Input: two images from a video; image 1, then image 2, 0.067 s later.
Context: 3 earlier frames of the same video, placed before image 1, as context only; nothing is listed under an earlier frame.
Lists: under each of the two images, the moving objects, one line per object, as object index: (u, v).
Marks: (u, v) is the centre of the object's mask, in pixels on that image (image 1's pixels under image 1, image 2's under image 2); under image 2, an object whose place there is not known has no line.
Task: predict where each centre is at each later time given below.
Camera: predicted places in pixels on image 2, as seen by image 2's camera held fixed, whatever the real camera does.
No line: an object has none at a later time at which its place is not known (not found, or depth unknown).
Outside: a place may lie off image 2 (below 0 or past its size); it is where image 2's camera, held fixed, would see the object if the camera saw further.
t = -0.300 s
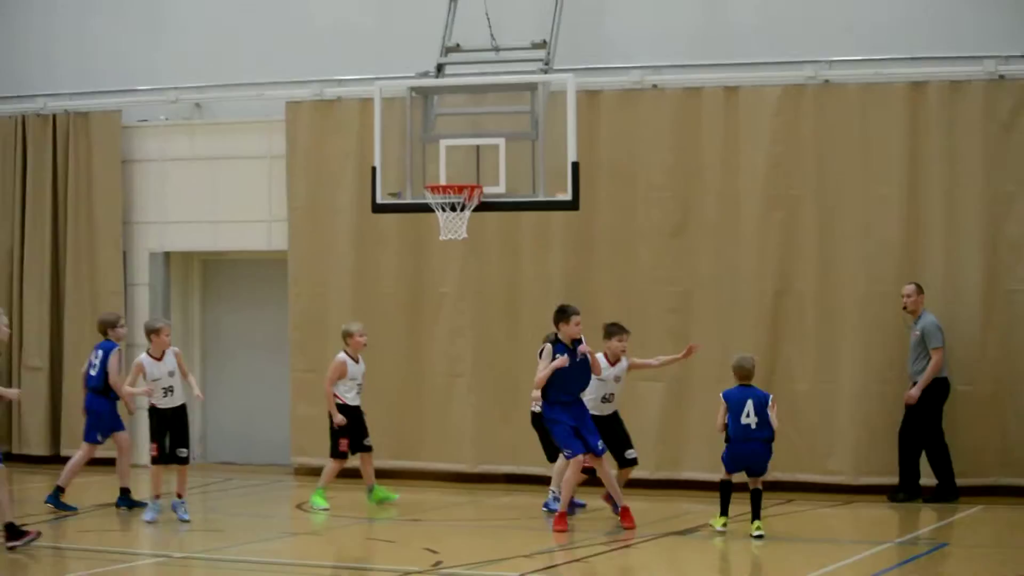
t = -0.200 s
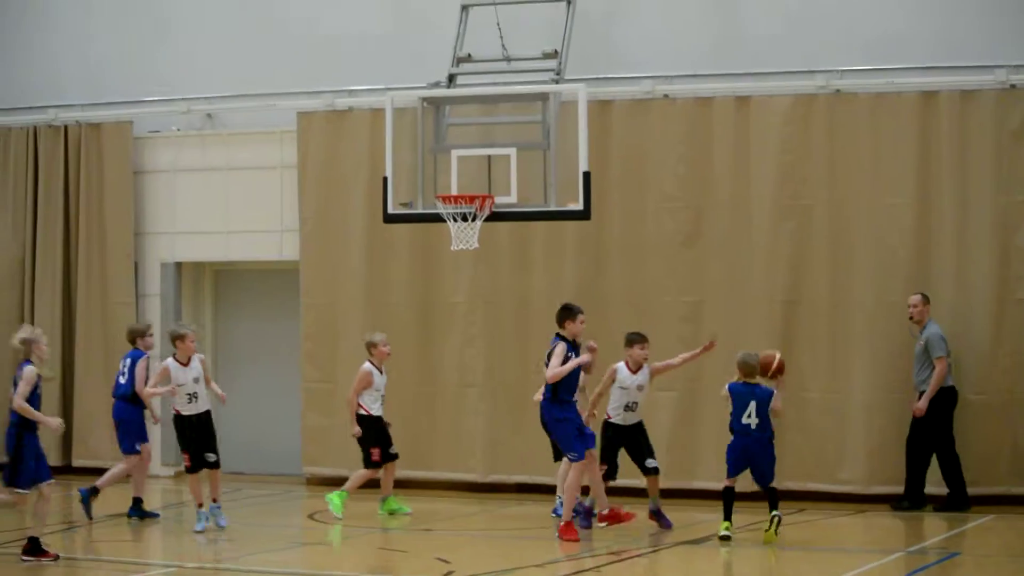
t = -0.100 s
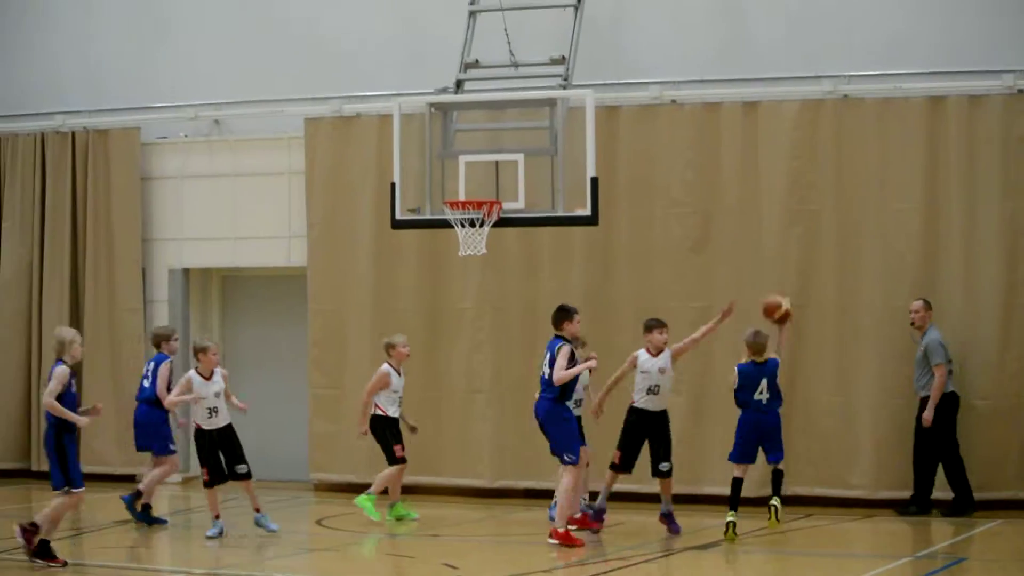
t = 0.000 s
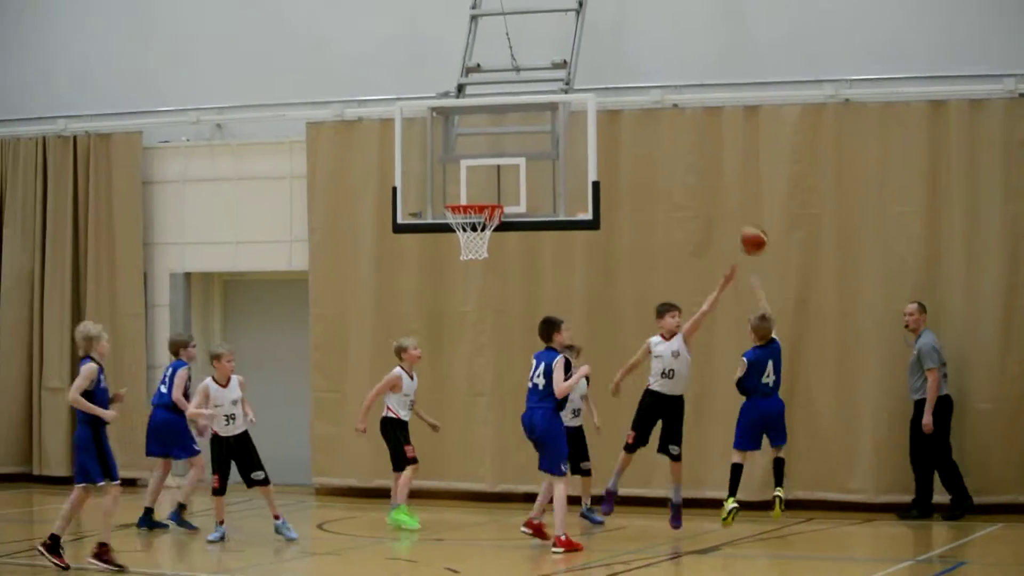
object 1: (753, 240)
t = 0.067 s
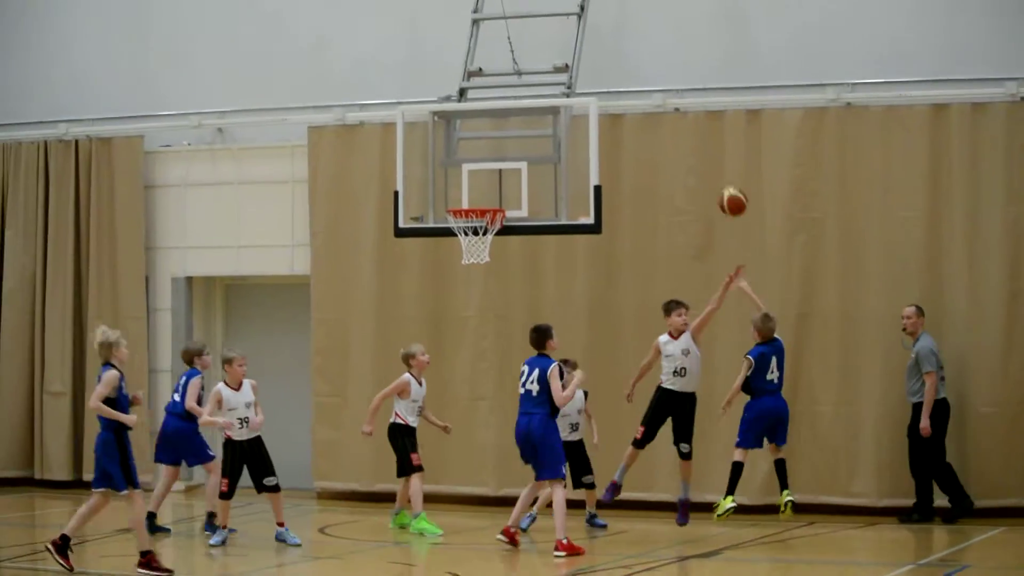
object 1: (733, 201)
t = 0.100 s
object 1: (722, 183)
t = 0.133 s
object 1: (712, 166)
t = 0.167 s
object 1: (701, 150)
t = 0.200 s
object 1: (691, 136)
